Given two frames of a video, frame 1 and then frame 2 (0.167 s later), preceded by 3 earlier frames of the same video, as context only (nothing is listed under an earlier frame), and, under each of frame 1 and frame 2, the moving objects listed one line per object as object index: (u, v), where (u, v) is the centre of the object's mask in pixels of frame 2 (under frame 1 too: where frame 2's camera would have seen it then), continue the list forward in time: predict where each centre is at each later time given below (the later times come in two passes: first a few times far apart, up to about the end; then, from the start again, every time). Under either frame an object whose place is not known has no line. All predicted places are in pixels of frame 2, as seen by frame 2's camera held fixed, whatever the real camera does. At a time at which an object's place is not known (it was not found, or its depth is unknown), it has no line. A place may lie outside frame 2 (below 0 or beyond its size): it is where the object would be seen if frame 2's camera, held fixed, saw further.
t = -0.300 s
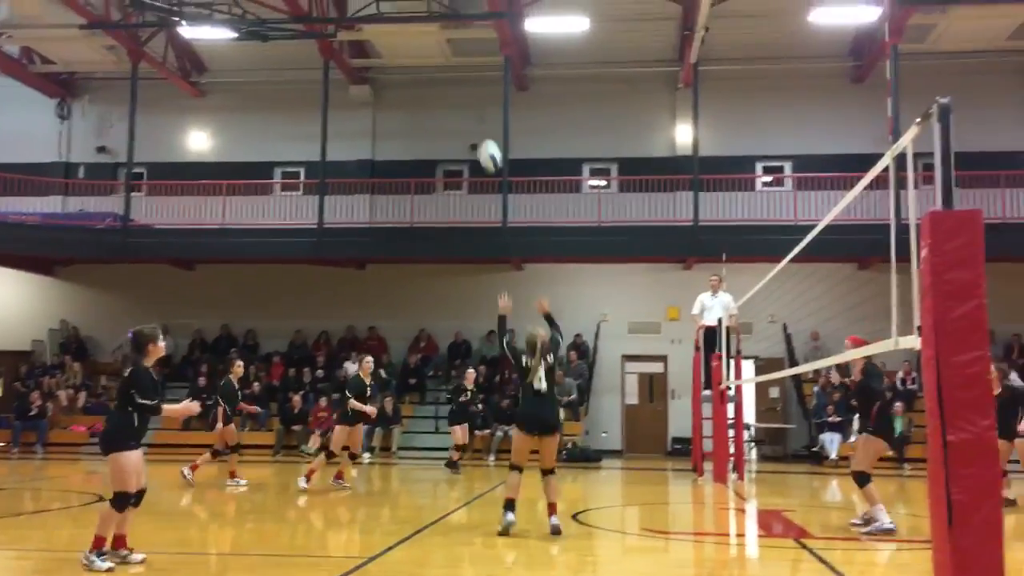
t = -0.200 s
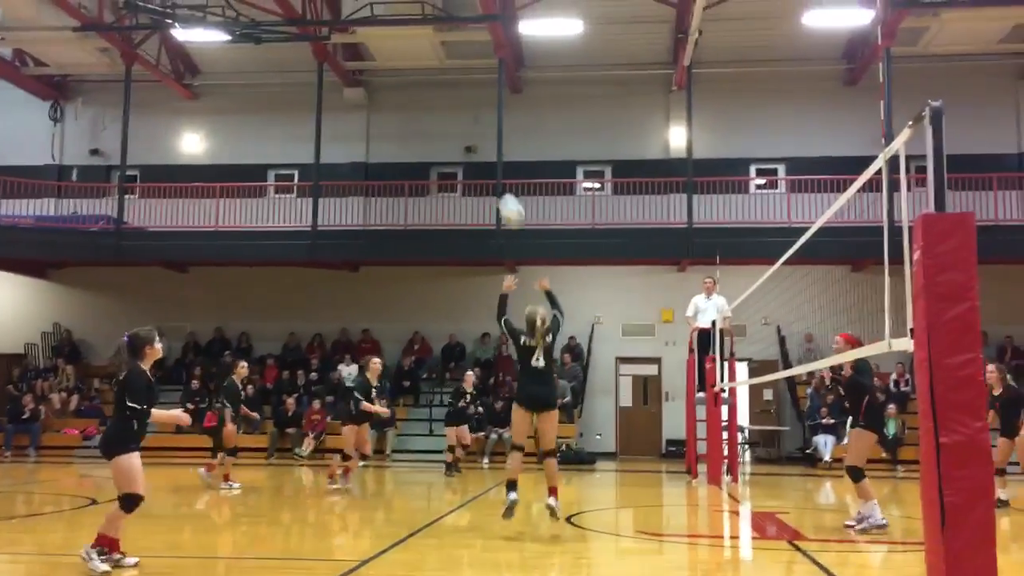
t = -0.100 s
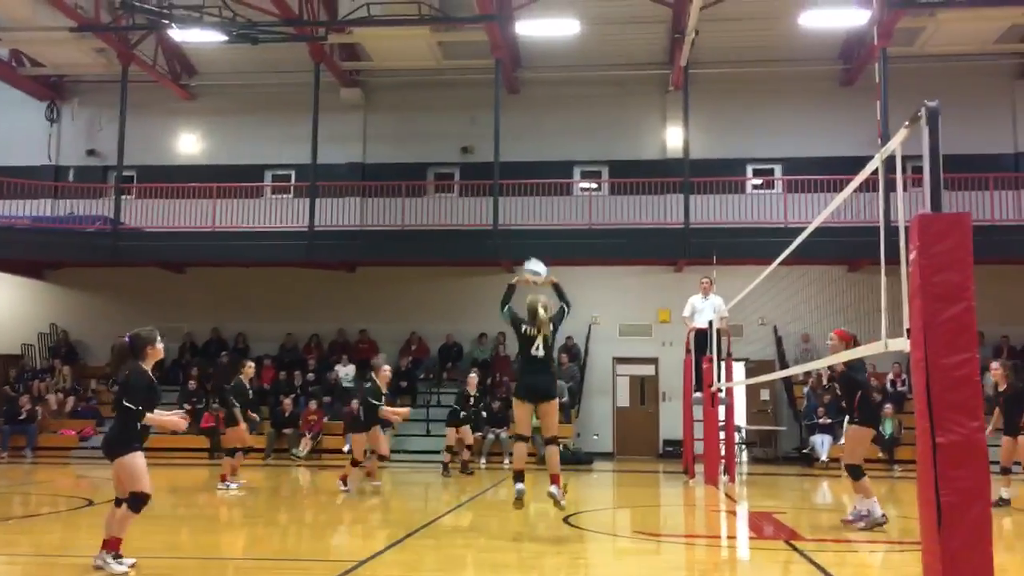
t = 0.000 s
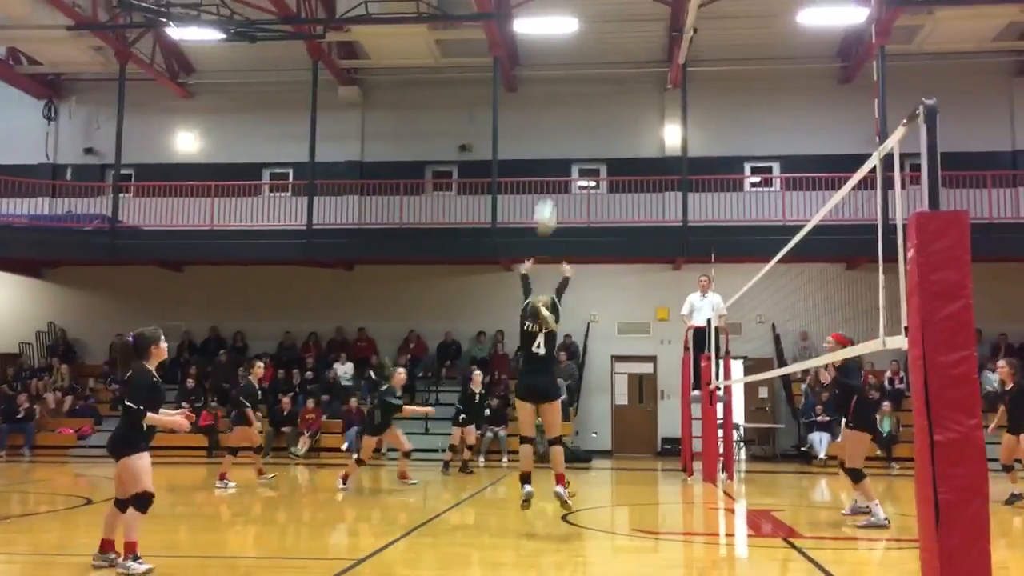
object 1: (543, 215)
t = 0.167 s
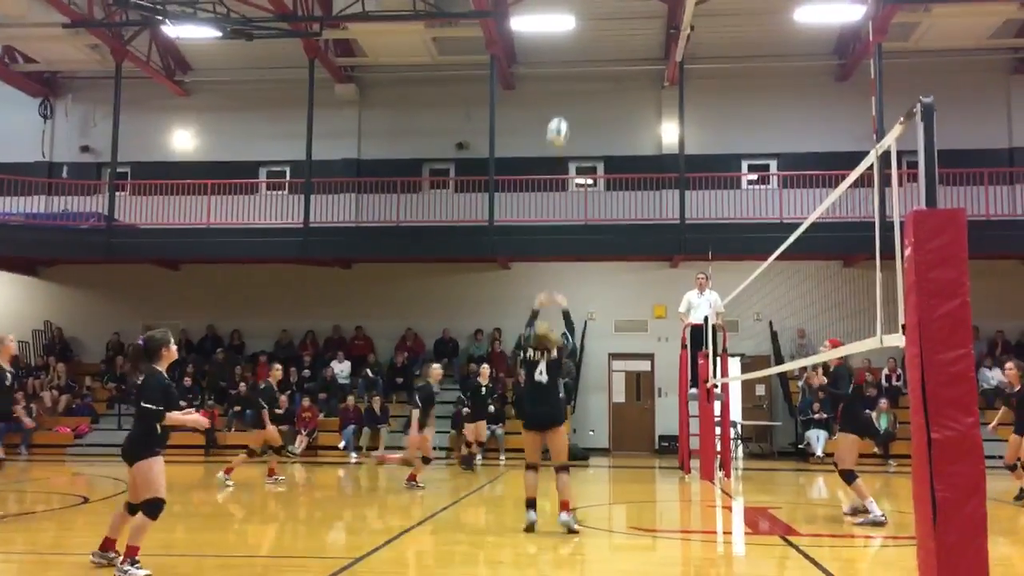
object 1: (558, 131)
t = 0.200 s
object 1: (559, 120)
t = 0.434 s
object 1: (576, 73)
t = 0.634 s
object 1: (587, 76)
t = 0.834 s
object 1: (598, 113)
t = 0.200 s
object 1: (559, 120)
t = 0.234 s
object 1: (562, 110)
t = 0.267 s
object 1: (564, 101)
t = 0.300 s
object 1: (567, 93)
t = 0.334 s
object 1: (569, 87)
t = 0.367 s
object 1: (571, 81)
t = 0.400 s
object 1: (574, 77)
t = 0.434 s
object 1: (576, 73)
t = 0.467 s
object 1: (578, 71)
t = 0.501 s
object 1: (580, 70)
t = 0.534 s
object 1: (581, 70)
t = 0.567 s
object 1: (583, 71)
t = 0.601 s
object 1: (585, 73)
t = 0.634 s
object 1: (587, 76)
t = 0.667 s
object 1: (589, 80)
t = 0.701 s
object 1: (591, 85)
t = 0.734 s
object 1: (592, 91)
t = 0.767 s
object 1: (594, 97)
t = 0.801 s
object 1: (596, 104)
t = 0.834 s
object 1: (598, 113)
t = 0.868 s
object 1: (599, 122)
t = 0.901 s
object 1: (601, 133)
